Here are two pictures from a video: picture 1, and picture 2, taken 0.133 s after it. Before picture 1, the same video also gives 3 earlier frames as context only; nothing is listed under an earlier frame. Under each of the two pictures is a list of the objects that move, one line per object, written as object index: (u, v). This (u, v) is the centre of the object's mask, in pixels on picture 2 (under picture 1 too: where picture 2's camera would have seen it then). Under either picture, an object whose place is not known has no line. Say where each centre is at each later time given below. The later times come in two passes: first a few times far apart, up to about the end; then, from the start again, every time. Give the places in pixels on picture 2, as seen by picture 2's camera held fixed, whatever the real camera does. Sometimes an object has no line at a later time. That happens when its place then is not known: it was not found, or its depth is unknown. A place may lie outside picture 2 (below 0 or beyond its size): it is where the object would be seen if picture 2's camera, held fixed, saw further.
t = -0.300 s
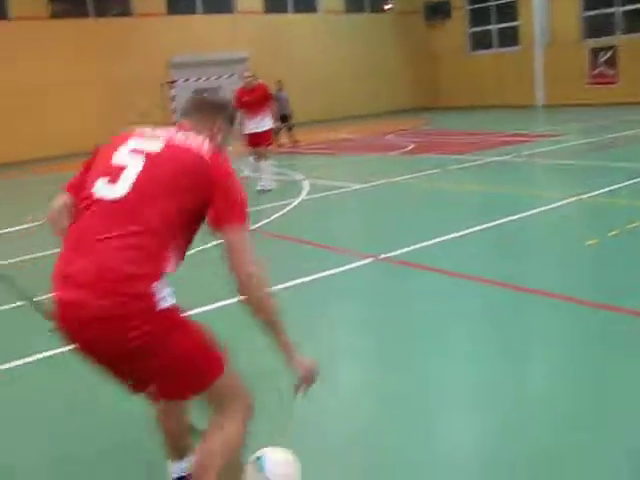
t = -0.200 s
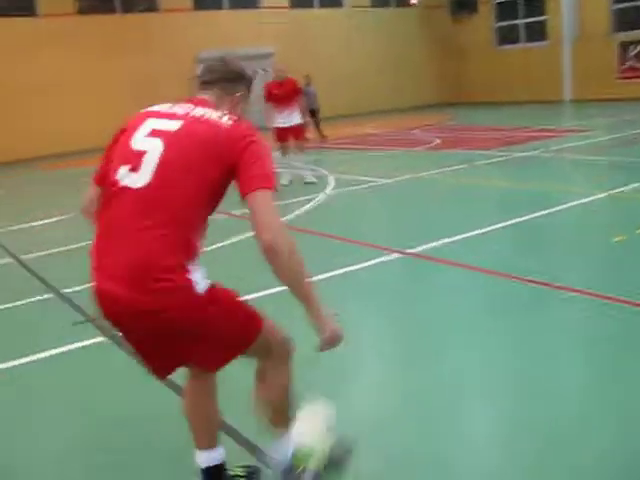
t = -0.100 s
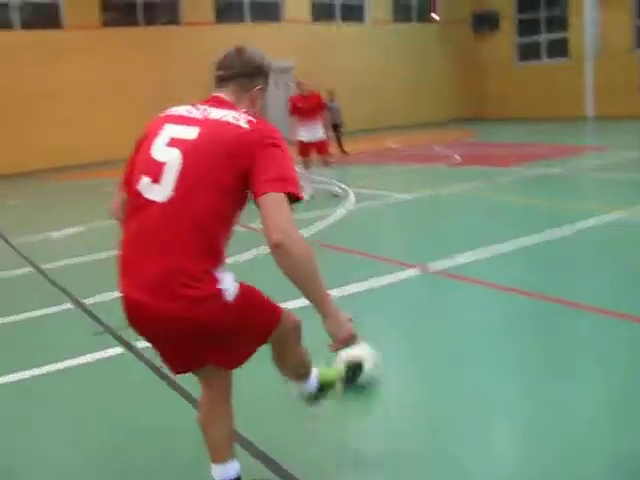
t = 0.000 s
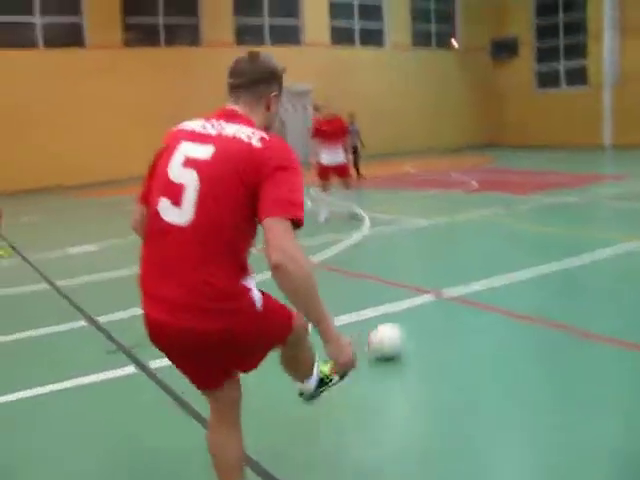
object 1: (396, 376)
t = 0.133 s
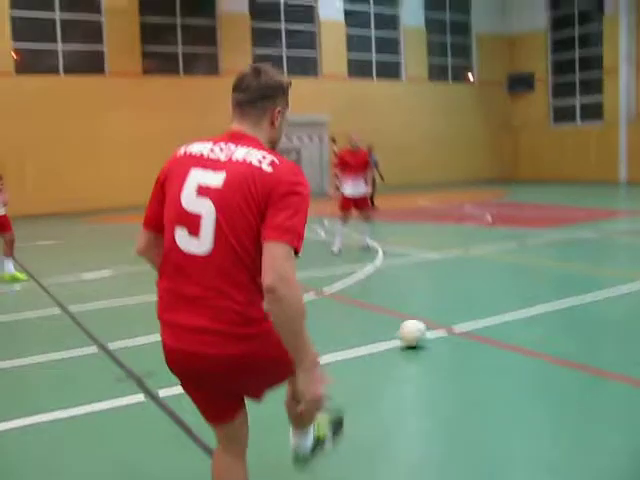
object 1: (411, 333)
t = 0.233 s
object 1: (418, 313)
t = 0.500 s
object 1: (428, 279)
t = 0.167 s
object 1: (415, 325)
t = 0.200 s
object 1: (417, 319)
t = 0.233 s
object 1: (418, 313)
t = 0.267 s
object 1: (420, 307)
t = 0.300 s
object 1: (421, 302)
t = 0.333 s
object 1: (423, 297)
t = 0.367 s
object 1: (424, 292)
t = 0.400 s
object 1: (426, 288)
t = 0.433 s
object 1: (426, 285)
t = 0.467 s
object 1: (427, 282)
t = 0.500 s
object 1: (428, 279)
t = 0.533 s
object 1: (429, 276)
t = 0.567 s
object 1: (429, 273)
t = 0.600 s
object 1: (430, 270)
